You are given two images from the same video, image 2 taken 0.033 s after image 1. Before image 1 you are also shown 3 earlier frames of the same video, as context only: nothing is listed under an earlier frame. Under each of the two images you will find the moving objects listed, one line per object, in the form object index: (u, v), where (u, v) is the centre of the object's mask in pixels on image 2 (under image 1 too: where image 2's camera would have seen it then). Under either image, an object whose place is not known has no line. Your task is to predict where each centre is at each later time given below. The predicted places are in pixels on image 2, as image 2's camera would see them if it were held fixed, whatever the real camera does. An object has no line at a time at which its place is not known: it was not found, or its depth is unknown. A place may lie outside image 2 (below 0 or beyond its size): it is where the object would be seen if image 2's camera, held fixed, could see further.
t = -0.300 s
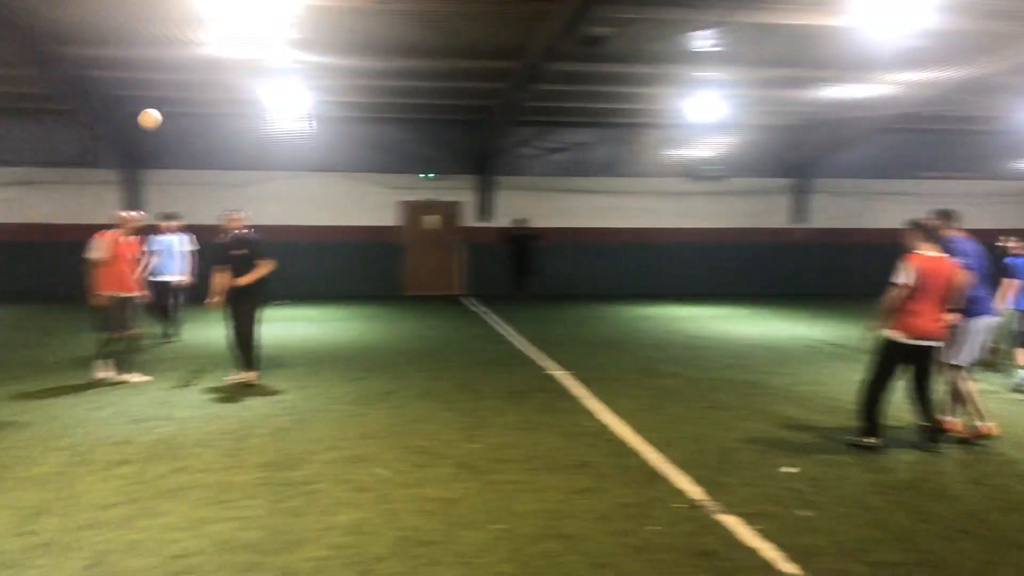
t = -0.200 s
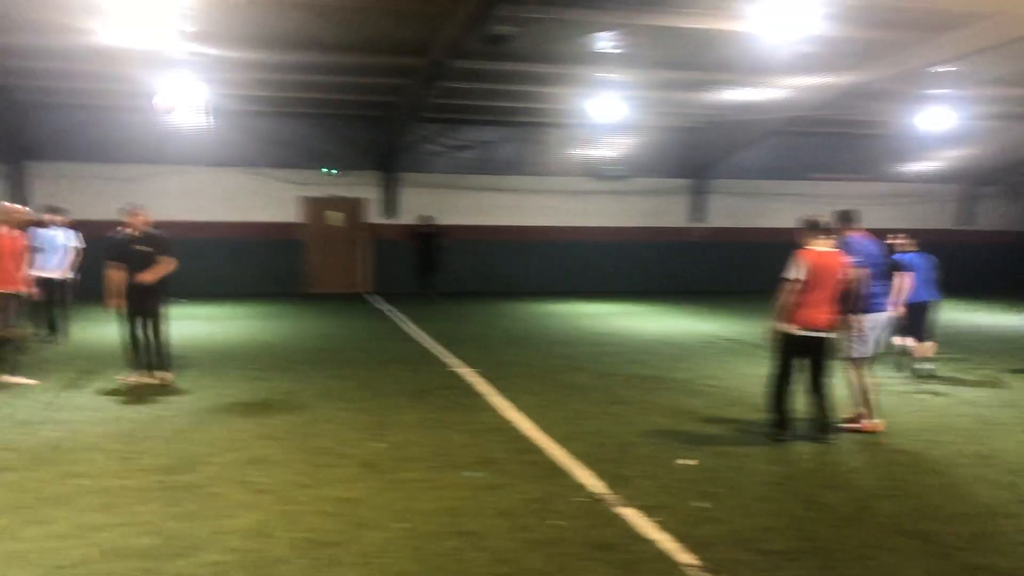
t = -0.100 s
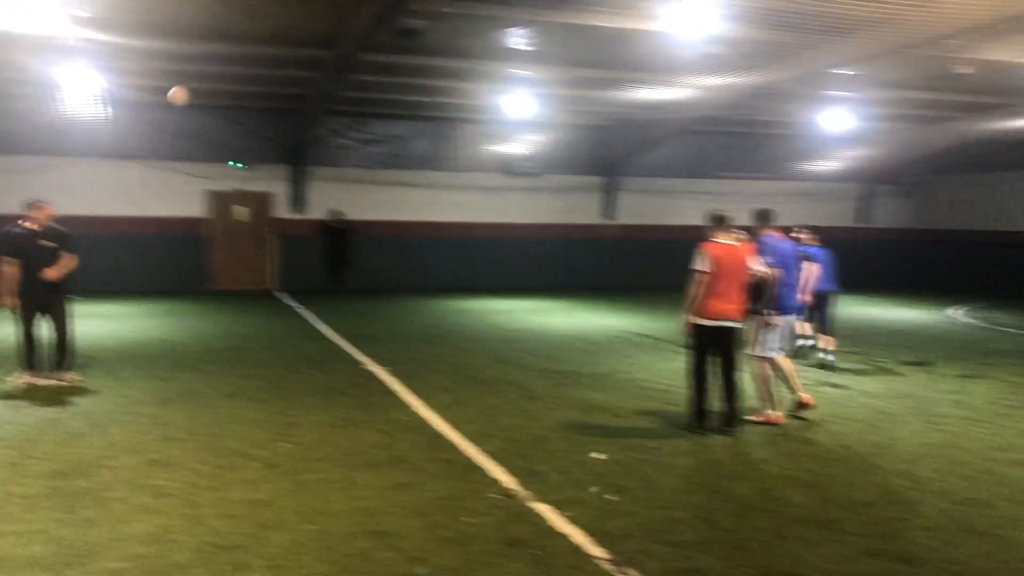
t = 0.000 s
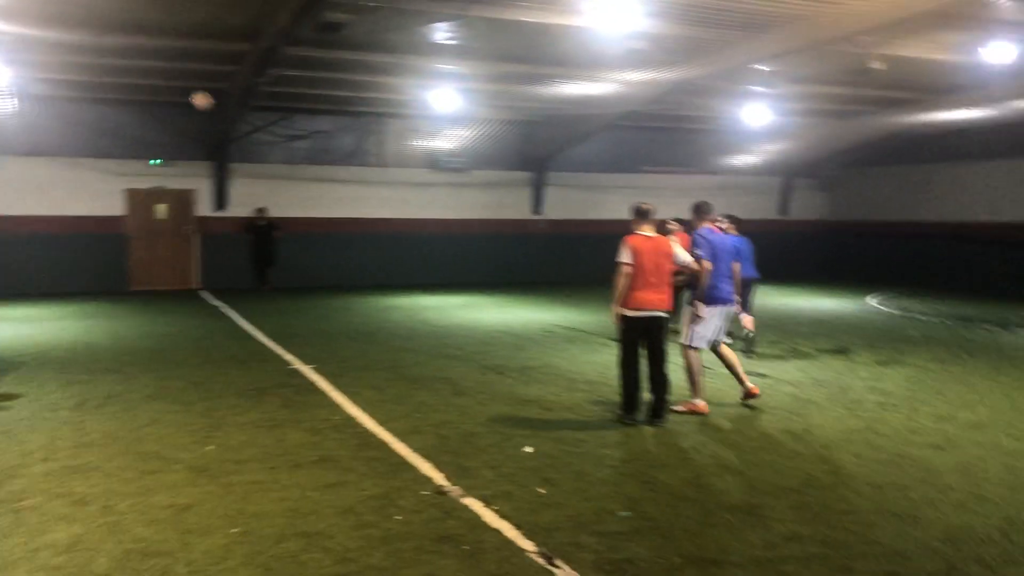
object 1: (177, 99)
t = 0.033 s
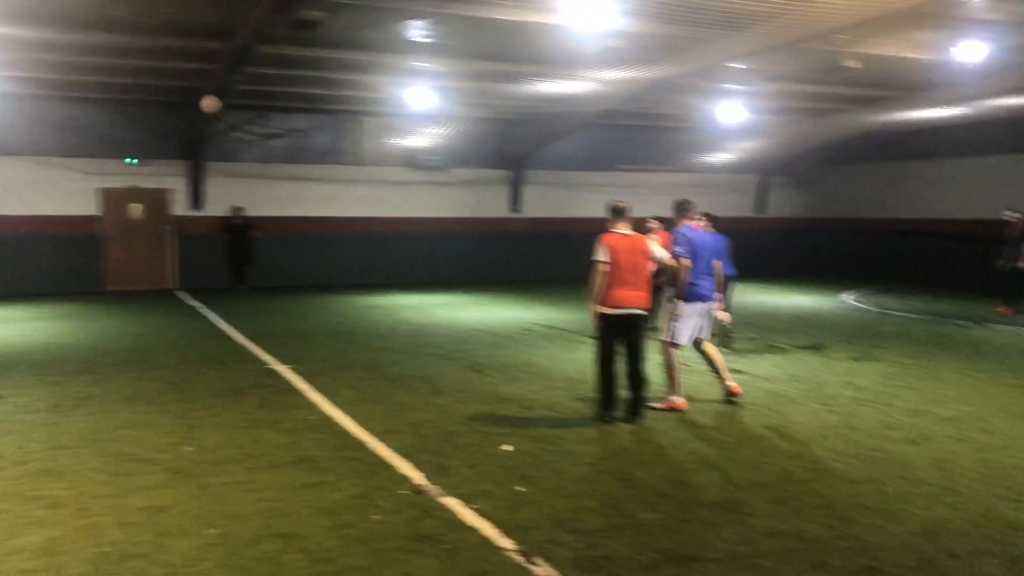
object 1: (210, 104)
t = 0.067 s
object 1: (240, 109)
